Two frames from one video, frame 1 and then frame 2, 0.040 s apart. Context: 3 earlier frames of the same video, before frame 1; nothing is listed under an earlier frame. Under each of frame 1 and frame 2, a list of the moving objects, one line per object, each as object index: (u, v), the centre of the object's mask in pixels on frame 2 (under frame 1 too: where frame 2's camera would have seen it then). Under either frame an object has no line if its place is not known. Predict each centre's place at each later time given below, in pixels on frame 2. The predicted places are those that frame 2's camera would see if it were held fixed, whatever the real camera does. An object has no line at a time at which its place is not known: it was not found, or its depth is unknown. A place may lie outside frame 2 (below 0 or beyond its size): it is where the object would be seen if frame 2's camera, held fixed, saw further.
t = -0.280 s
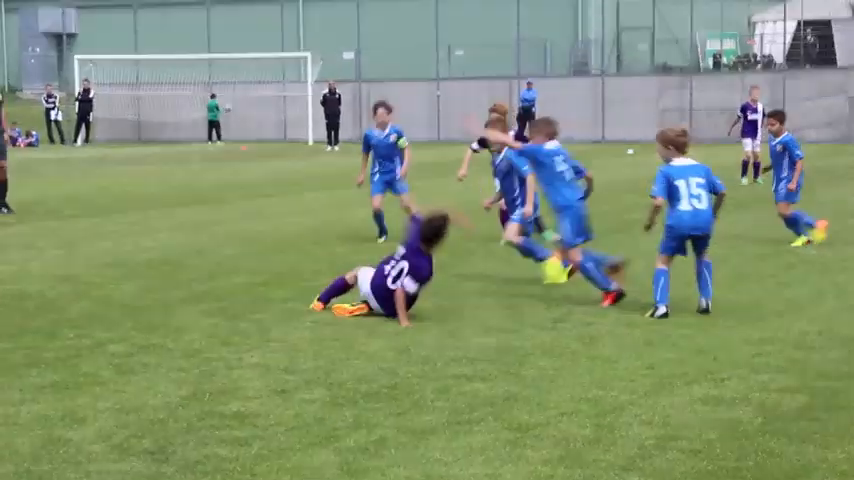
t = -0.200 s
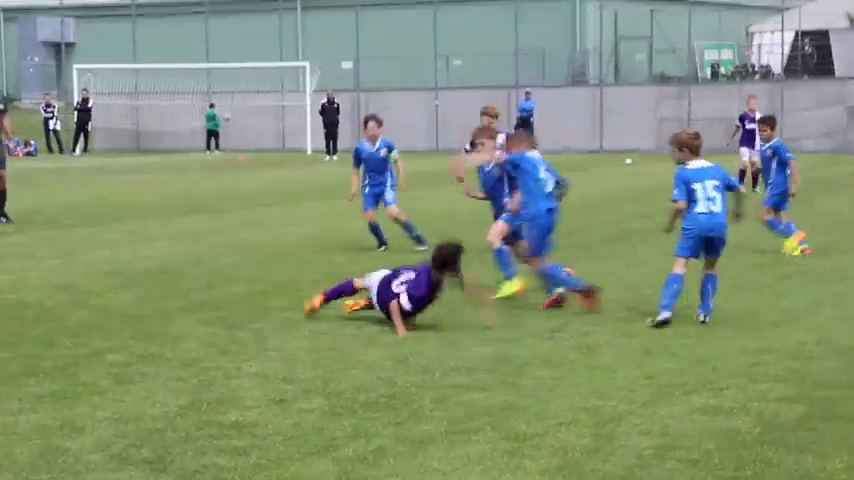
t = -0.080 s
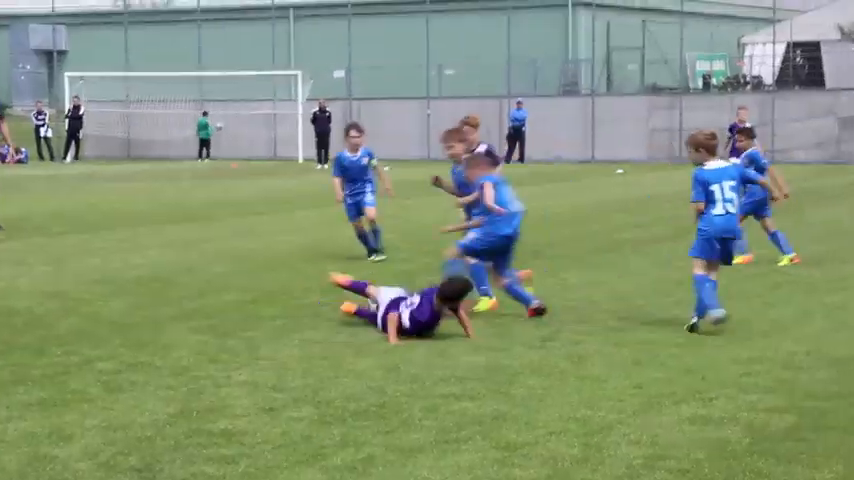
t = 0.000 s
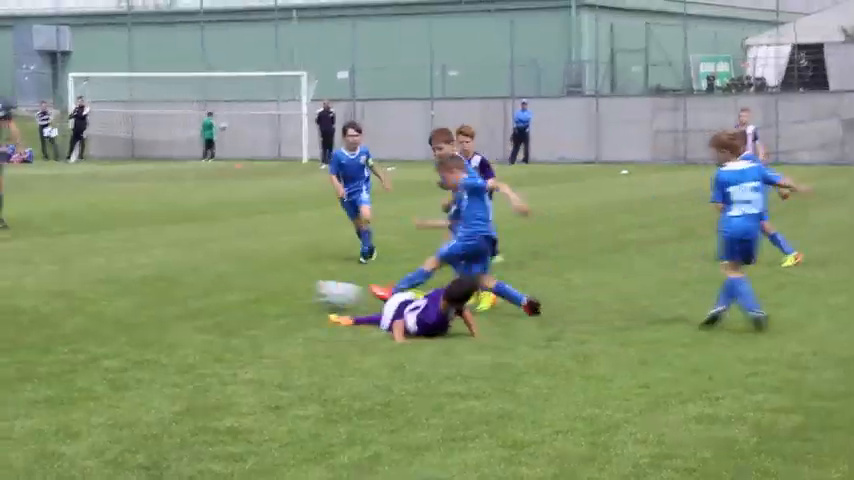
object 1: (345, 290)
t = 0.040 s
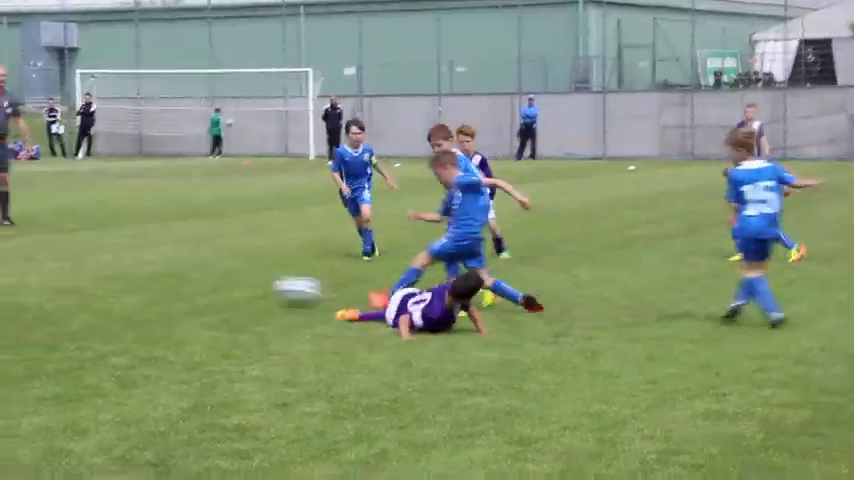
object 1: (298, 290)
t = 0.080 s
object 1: (205, 291)
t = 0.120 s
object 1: (132, 288)
